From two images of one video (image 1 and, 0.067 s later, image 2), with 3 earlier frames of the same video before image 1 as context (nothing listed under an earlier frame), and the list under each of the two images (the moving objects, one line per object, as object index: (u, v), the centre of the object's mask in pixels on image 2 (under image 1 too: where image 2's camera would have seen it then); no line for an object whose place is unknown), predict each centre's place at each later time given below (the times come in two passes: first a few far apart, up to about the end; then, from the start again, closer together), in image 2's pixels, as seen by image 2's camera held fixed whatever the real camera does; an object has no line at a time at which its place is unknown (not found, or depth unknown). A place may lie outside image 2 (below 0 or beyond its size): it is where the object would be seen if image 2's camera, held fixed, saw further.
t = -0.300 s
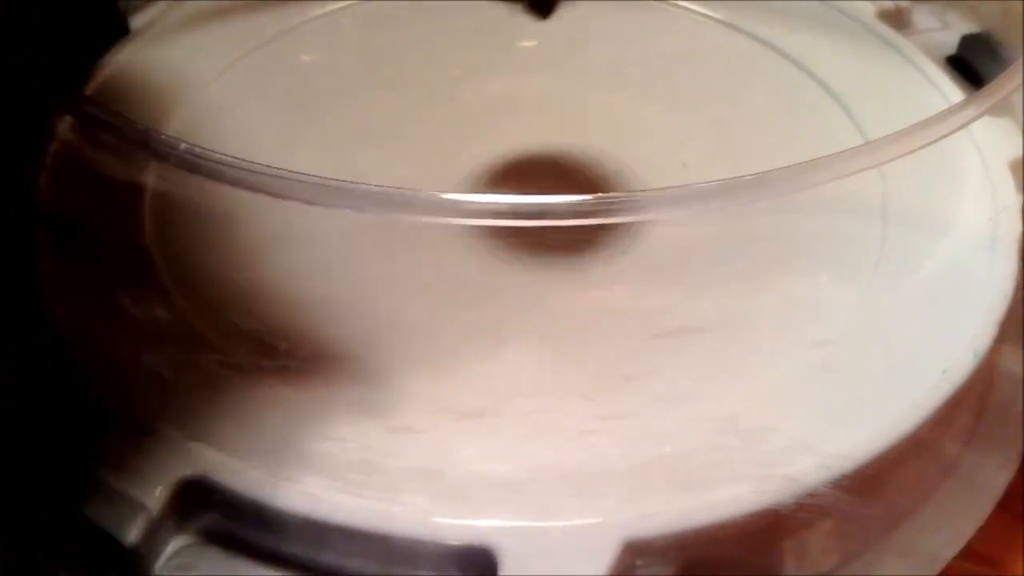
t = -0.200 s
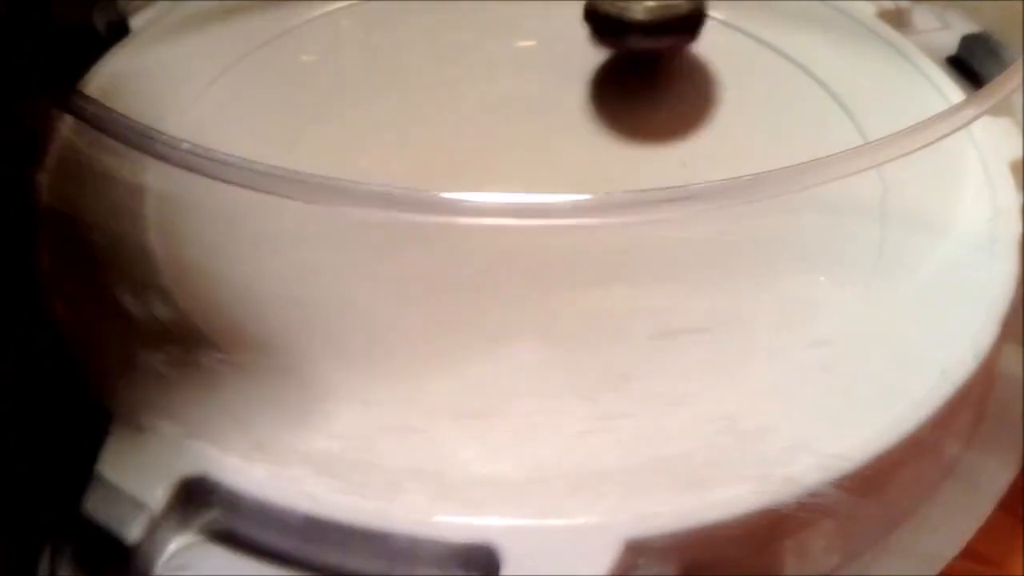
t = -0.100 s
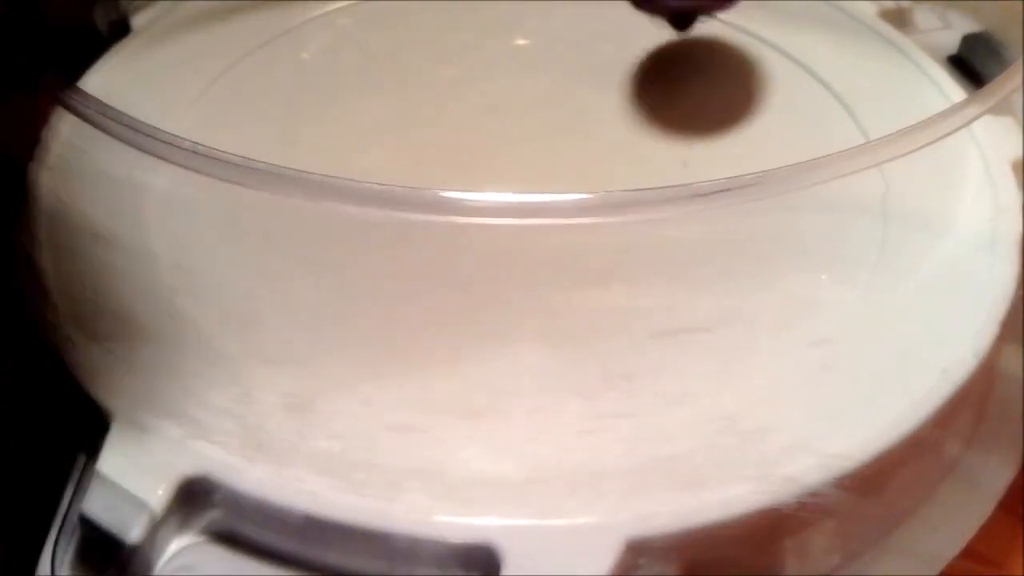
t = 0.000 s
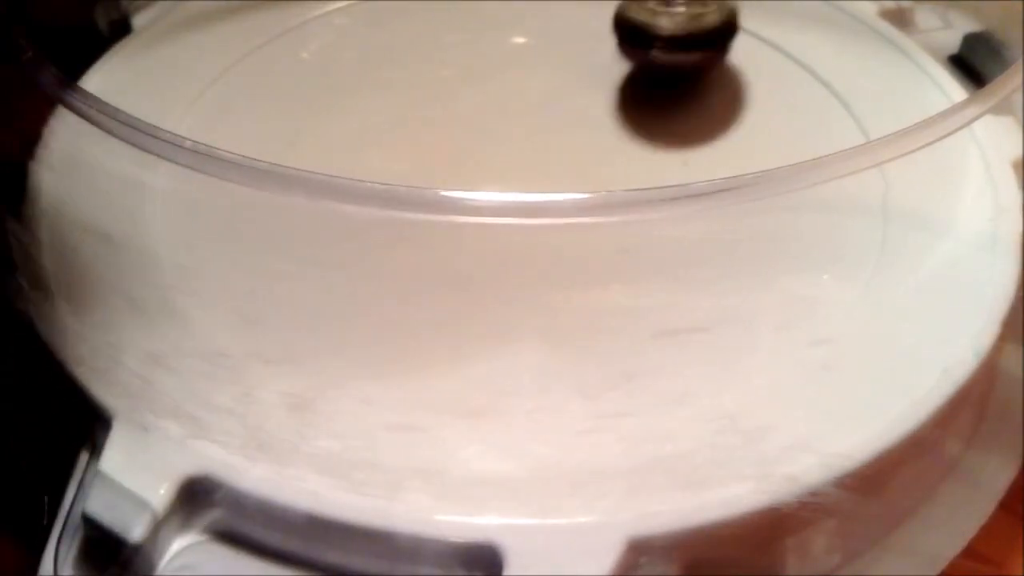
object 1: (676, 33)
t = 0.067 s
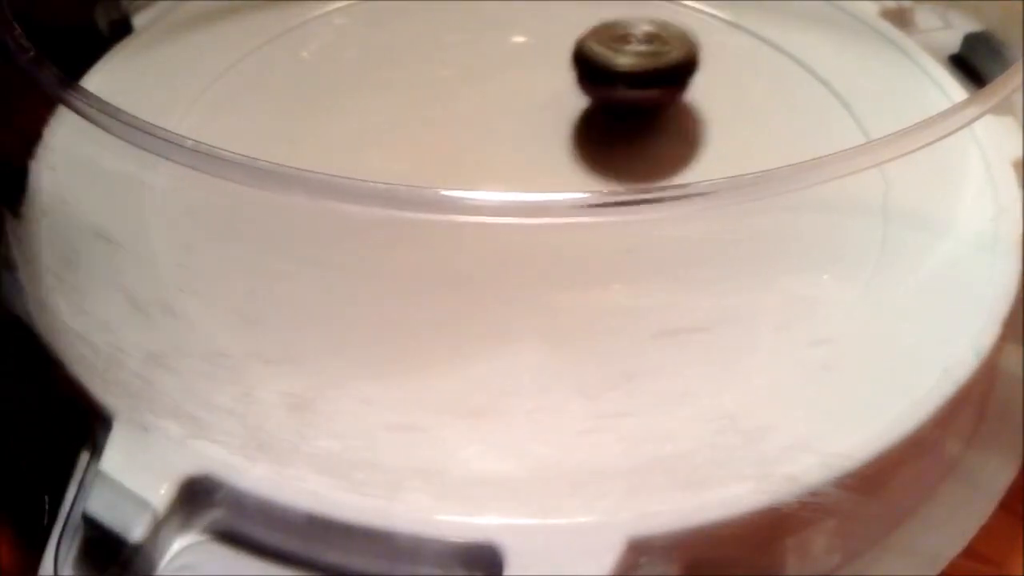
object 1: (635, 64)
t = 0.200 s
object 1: (495, 139)
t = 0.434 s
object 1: (334, 241)
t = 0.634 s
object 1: (463, 270)
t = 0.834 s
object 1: (592, 163)
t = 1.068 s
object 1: (499, 63)
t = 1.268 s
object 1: (366, 72)
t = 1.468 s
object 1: (301, 156)
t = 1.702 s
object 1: (516, 192)
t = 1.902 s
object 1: (623, 118)
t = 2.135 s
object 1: (529, 45)
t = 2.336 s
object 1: (415, 74)
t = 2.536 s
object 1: (456, 142)
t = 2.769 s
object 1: (615, 146)
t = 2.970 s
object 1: (620, 97)
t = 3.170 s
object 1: (543, 75)
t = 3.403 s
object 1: (534, 132)
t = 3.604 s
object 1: (623, 155)
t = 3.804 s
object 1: (671, 128)
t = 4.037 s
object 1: (554, 119)
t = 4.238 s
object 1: (505, 164)
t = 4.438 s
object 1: (588, 230)
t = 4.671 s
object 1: (604, 151)
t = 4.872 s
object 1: (510, 150)
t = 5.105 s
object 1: (490, 178)
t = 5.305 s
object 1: (523, 176)
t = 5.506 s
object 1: (490, 156)
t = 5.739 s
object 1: (480, 145)
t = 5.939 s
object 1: (484, 149)
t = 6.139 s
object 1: (480, 138)
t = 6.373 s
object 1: (493, 130)
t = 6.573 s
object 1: (494, 127)
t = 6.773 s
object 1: (502, 120)
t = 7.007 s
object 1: (527, 125)
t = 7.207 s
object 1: (536, 132)
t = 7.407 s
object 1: (541, 133)
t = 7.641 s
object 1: (549, 138)
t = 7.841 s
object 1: (547, 143)
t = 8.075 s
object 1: (542, 145)
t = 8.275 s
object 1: (537, 148)
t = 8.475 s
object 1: (529, 150)
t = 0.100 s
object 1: (606, 85)
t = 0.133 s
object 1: (571, 105)
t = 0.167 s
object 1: (534, 121)
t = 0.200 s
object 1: (495, 139)
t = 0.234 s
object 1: (457, 146)
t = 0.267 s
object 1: (424, 153)
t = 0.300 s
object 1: (393, 172)
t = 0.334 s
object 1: (369, 181)
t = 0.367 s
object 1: (352, 210)
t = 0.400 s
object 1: (339, 224)
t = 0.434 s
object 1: (334, 241)
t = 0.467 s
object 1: (341, 248)
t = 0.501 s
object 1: (355, 254)
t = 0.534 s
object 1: (376, 259)
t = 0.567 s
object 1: (401, 264)
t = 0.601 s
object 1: (430, 269)
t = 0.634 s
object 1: (463, 270)
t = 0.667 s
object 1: (497, 270)
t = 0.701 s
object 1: (529, 265)
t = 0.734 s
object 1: (557, 257)
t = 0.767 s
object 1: (576, 228)
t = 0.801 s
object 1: (587, 192)
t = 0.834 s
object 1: (592, 163)
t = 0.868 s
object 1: (591, 152)
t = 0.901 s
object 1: (585, 140)
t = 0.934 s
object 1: (573, 119)
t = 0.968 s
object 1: (557, 100)
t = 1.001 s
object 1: (538, 85)
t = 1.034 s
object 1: (519, 73)
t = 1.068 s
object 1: (499, 63)
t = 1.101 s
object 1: (478, 57)
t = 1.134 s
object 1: (456, 55)
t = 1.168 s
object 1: (435, 56)
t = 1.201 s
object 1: (413, 60)
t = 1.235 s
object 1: (389, 65)
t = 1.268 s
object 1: (366, 72)
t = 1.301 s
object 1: (343, 80)
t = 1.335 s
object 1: (321, 94)
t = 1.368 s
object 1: (304, 111)
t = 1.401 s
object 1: (295, 120)
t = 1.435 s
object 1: (295, 131)
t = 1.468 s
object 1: (301, 156)
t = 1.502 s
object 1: (318, 174)
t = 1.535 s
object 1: (345, 178)
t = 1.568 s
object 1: (370, 213)
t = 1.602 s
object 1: (406, 218)
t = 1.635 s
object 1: (440, 221)
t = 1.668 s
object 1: (480, 224)
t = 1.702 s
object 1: (516, 192)
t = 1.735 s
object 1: (547, 183)
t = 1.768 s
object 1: (572, 161)
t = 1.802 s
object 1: (595, 154)
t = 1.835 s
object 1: (611, 144)
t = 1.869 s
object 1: (620, 134)
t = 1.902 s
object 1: (623, 118)
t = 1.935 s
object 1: (621, 102)
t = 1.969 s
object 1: (613, 88)
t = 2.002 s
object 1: (600, 74)
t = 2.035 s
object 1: (584, 63)
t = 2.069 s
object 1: (567, 52)
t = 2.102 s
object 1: (548, 46)
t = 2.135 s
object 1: (529, 45)
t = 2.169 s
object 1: (509, 44)
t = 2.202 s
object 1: (488, 43)
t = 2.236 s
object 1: (466, 47)
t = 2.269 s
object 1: (445, 53)
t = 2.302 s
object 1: (429, 62)
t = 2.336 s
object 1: (415, 74)
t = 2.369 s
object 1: (405, 85)
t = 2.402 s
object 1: (401, 99)
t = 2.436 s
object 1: (404, 113)
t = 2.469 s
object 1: (415, 127)
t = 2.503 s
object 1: (433, 136)
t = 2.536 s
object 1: (456, 142)
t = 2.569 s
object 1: (483, 148)
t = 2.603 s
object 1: (514, 151)
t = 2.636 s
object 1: (543, 152)
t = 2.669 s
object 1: (567, 153)
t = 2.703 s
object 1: (586, 152)
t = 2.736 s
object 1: (602, 149)
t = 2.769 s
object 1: (615, 146)
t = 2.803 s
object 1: (626, 140)
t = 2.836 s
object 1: (633, 130)
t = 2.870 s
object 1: (637, 122)
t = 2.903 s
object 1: (636, 113)
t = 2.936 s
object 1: (630, 103)
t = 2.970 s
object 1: (620, 97)
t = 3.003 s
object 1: (608, 90)
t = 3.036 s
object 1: (595, 86)
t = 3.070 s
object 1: (582, 82)
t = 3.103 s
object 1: (569, 80)
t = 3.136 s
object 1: (555, 76)
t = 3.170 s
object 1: (543, 75)
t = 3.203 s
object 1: (533, 77)
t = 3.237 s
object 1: (526, 81)
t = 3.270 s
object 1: (522, 88)
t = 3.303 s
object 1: (520, 98)
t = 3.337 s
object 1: (521, 109)
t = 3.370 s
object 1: (526, 123)
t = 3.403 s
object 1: (534, 132)
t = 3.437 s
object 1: (545, 140)
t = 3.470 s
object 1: (559, 147)
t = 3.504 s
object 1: (574, 151)
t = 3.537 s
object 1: (591, 154)
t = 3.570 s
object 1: (608, 155)
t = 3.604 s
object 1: (623, 155)
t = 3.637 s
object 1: (639, 153)
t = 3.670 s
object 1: (652, 150)
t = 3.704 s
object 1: (662, 146)
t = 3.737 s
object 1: (669, 141)
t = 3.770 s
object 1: (673, 135)
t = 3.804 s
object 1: (671, 128)
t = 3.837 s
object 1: (663, 118)
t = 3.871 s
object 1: (649, 113)
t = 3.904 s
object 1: (631, 111)
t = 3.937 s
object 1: (611, 108)
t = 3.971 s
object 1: (592, 110)
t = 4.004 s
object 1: (573, 112)
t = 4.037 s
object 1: (554, 119)
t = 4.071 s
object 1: (539, 126)
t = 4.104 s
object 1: (525, 134)
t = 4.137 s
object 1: (513, 143)
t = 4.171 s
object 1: (507, 152)
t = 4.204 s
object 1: (504, 158)
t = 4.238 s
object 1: (505, 164)
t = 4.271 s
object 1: (510, 191)
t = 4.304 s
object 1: (519, 193)
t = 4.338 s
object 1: (532, 224)
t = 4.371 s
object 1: (549, 232)
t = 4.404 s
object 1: (567, 234)
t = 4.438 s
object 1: (588, 230)
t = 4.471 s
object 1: (606, 222)
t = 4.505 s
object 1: (616, 192)
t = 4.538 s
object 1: (621, 187)
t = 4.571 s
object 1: (622, 177)
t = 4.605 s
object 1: (618, 159)
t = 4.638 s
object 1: (612, 155)
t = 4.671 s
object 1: (604, 151)
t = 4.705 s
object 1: (592, 149)
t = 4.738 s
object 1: (578, 148)
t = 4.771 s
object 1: (561, 147)
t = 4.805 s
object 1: (542, 147)
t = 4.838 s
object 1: (525, 148)
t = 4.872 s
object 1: (510, 150)
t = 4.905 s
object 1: (497, 152)
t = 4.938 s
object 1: (487, 154)
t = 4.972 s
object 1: (480, 157)
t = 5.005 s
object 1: (478, 160)
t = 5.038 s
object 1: (480, 163)
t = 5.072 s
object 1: (483, 177)
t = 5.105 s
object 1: (490, 178)
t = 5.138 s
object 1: (497, 180)
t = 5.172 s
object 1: (505, 179)
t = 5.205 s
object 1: (511, 178)
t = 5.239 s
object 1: (517, 178)
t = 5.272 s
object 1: (521, 177)
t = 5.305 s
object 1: (523, 176)
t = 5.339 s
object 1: (523, 164)
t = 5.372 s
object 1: (520, 163)
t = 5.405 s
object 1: (515, 162)
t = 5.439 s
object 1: (507, 161)
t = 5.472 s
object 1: (498, 158)
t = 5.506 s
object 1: (490, 156)
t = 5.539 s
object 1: (482, 153)
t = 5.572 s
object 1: (478, 151)
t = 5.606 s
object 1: (475, 149)
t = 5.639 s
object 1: (474, 147)
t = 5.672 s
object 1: (475, 146)
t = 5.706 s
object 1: (477, 145)
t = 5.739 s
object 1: (480, 145)
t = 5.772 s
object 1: (483, 146)
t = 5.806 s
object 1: (486, 146)
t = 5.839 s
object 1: (488, 147)
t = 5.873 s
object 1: (488, 148)
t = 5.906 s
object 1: (487, 149)
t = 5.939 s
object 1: (484, 149)
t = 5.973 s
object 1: (483, 147)
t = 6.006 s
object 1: (482, 145)
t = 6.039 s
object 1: (480, 143)
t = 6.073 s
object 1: (480, 142)
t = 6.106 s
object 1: (480, 140)
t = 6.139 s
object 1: (480, 138)
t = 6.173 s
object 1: (481, 137)
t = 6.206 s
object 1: (485, 135)
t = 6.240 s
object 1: (486, 135)
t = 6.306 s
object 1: (490, 134)
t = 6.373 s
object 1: (493, 130)
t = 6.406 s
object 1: (494, 130)
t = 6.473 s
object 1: (495, 129)
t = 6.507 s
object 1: (494, 128)
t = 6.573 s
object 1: (494, 127)
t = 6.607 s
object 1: (494, 126)
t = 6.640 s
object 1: (494, 125)
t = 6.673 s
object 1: (495, 124)
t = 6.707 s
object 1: (497, 123)
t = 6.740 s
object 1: (499, 121)
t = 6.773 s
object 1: (502, 120)
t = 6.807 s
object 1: (505, 120)
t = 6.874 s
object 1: (512, 121)
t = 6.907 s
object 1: (517, 121)
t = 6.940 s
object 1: (521, 122)
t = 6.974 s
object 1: (524, 123)
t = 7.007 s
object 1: (527, 125)
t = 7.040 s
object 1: (530, 126)
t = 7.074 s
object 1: (531, 128)
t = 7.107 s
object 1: (533, 129)
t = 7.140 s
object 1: (535, 130)
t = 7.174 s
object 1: (535, 131)
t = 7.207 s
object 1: (536, 132)
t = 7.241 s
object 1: (536, 132)
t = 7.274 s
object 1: (537, 132)
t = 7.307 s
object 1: (537, 133)
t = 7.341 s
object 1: (538, 133)
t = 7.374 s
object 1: (539, 133)
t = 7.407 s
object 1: (541, 133)
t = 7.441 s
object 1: (542, 134)
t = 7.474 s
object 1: (544, 134)
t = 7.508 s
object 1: (545, 135)
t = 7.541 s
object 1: (547, 136)
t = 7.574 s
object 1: (548, 137)
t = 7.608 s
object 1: (549, 138)
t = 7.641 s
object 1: (549, 138)
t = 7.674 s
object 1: (549, 139)
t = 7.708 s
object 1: (549, 140)
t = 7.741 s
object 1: (548, 139)
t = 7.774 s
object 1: (548, 140)
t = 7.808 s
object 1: (548, 142)
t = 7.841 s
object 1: (547, 143)
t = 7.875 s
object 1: (546, 143)
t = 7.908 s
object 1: (546, 144)
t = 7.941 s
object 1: (545, 144)
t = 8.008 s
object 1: (543, 145)
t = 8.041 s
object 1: (543, 145)
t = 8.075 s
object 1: (542, 145)
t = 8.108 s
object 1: (542, 146)
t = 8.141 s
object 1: (541, 146)
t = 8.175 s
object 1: (540, 147)
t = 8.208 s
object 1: (539, 147)
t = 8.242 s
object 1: (538, 148)
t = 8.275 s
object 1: (537, 148)
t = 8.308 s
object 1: (536, 148)
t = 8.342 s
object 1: (535, 149)
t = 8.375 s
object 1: (533, 149)
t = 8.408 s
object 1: (532, 149)
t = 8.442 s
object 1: (531, 150)
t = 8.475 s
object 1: (529, 150)
